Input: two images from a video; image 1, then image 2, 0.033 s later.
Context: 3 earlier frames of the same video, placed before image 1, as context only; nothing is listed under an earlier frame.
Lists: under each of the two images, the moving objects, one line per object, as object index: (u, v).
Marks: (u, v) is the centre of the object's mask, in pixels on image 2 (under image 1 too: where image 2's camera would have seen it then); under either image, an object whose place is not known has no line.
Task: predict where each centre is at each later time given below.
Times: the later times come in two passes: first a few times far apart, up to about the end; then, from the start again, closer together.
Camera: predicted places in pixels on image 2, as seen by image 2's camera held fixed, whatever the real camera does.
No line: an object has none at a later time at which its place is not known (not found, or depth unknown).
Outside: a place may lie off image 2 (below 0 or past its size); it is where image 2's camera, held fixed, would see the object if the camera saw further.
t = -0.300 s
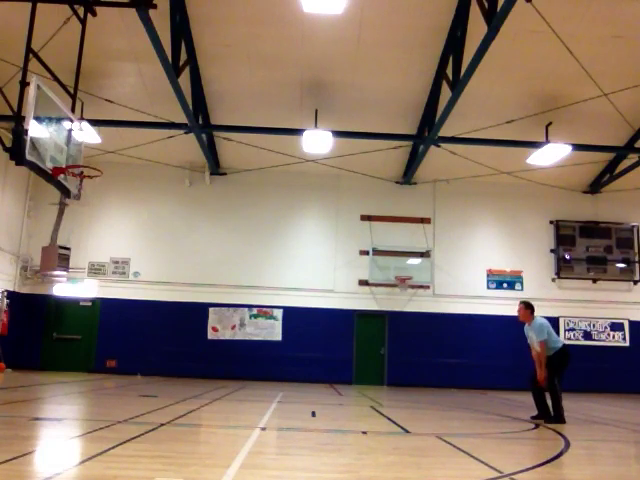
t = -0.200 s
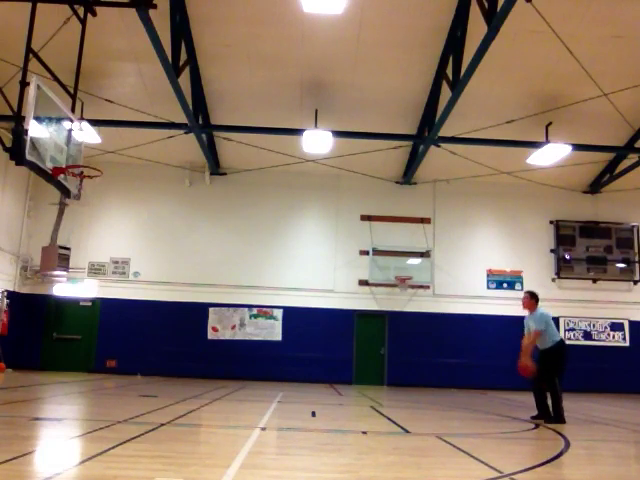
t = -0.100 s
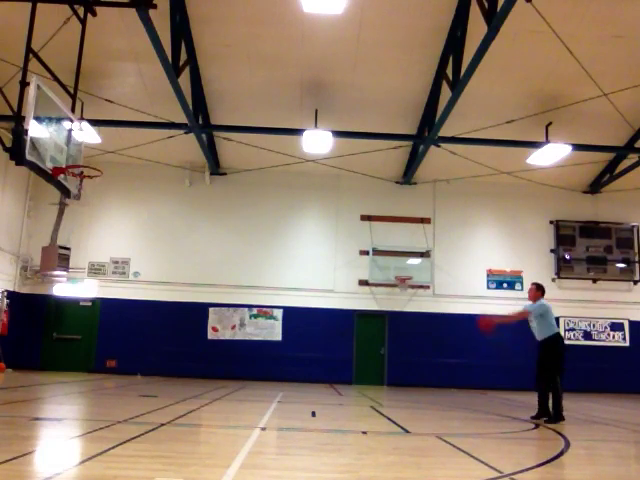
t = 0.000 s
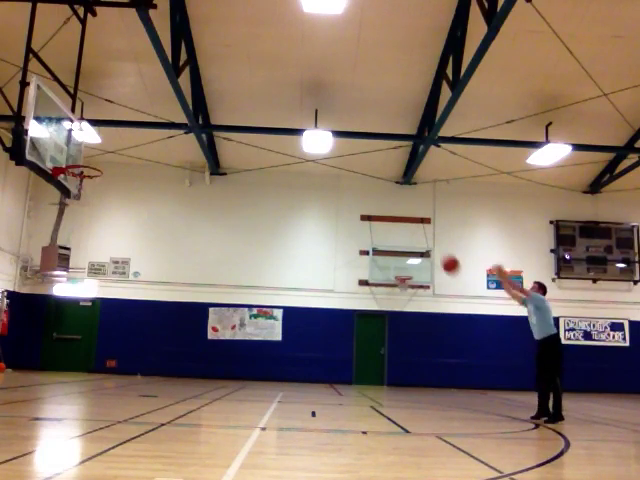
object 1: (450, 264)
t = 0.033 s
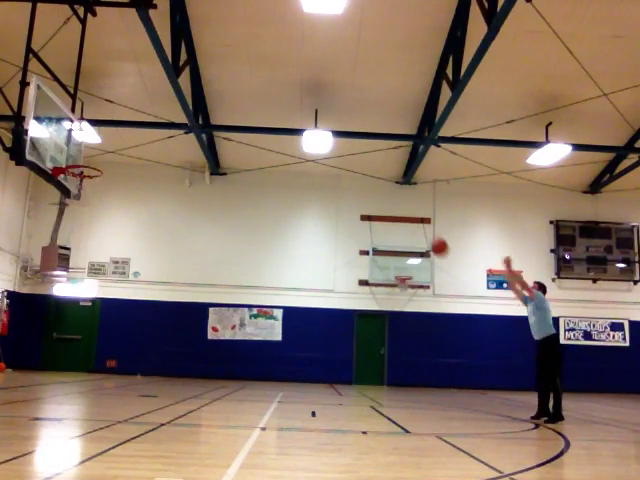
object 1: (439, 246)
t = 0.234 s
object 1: (374, 163)
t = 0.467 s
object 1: (302, 105)
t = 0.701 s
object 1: (232, 87)
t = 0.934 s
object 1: (160, 103)
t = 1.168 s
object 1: (86, 154)
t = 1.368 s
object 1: (106, 130)
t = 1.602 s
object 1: (156, 106)
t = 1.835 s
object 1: (205, 120)
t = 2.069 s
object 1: (255, 180)
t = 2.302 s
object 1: (309, 295)
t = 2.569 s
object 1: (371, 370)
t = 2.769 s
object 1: (411, 287)
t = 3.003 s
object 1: (457, 241)
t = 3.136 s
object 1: (484, 241)
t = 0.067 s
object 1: (427, 230)
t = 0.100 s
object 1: (417, 214)
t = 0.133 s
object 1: (406, 200)
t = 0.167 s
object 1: (395, 187)
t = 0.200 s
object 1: (384, 175)
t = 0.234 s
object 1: (374, 163)
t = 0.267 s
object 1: (363, 152)
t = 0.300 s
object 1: (352, 141)
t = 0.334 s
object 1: (342, 133)
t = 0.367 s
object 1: (332, 124)
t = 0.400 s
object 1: (322, 117)
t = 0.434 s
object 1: (312, 111)
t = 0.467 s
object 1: (302, 105)
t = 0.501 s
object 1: (292, 100)
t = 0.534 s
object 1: (282, 96)
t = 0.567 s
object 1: (272, 93)
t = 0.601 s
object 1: (262, 90)
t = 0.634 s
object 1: (252, 88)
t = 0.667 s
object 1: (242, 87)
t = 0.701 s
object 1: (232, 87)
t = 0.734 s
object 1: (222, 87)
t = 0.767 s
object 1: (212, 88)
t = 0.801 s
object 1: (201, 89)
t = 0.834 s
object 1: (192, 91)
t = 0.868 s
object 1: (181, 95)
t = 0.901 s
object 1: (171, 98)
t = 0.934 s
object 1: (160, 103)
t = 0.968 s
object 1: (150, 108)
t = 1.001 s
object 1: (139, 114)
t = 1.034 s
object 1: (129, 120)
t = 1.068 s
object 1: (119, 128)
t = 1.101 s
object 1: (108, 135)
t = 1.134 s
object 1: (97, 145)
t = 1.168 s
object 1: (86, 154)
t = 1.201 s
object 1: (74, 161)
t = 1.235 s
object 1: (77, 160)
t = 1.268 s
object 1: (84, 152)
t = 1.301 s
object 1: (92, 145)
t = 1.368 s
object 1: (106, 130)
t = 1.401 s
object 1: (113, 124)
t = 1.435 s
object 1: (120, 119)
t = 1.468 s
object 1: (127, 115)
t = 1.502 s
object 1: (135, 111)
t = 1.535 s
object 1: (142, 109)
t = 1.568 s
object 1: (149, 107)
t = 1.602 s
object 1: (156, 106)
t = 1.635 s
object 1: (162, 105)
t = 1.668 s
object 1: (169, 106)
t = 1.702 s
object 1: (177, 106)
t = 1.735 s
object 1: (183, 109)
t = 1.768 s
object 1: (191, 112)
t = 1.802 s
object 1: (198, 115)
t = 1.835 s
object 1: (205, 120)
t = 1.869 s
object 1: (211, 126)
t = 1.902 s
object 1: (219, 132)
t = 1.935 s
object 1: (225, 140)
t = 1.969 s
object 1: (233, 148)
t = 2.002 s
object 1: (241, 158)
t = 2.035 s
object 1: (248, 169)
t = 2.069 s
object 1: (255, 180)
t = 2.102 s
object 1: (263, 193)
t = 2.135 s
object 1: (270, 207)
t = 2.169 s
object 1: (278, 223)
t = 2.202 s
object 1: (285, 239)
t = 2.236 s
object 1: (293, 256)
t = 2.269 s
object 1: (301, 275)
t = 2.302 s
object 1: (309, 295)
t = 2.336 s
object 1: (317, 318)
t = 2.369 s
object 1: (326, 340)
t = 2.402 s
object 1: (334, 365)
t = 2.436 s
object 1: (343, 390)
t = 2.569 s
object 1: (371, 370)
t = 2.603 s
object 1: (378, 354)
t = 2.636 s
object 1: (385, 338)
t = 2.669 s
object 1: (391, 324)
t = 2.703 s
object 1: (397, 311)
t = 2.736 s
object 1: (404, 298)
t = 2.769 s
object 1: (411, 287)
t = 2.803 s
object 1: (418, 277)
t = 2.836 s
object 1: (424, 268)
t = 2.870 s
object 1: (431, 260)
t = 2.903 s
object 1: (437, 254)
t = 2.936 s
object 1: (444, 248)
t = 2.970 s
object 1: (450, 244)
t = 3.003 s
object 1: (457, 241)
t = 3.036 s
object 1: (464, 239)
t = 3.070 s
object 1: (471, 239)
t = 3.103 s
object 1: (477, 239)
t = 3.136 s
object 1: (484, 241)
